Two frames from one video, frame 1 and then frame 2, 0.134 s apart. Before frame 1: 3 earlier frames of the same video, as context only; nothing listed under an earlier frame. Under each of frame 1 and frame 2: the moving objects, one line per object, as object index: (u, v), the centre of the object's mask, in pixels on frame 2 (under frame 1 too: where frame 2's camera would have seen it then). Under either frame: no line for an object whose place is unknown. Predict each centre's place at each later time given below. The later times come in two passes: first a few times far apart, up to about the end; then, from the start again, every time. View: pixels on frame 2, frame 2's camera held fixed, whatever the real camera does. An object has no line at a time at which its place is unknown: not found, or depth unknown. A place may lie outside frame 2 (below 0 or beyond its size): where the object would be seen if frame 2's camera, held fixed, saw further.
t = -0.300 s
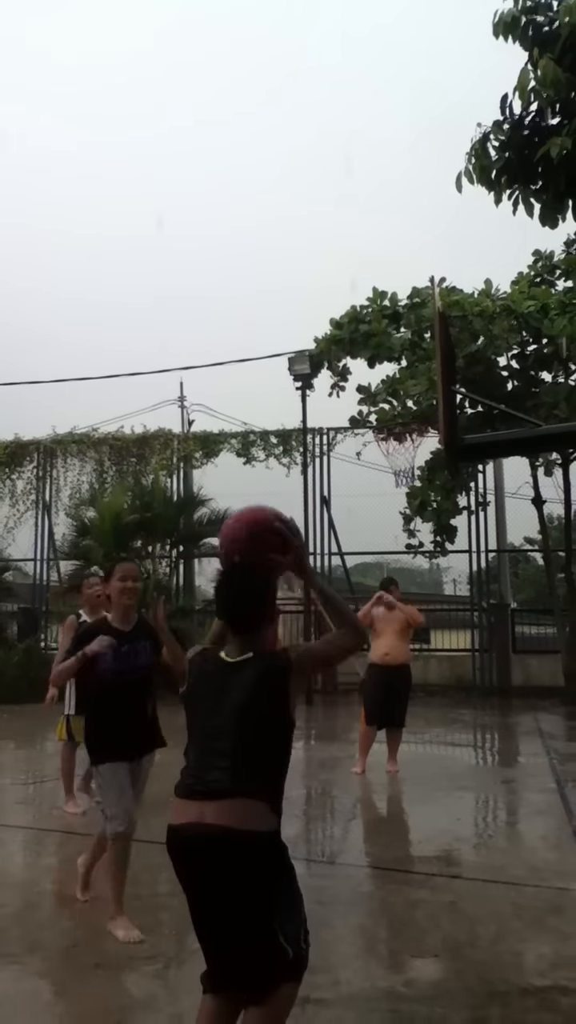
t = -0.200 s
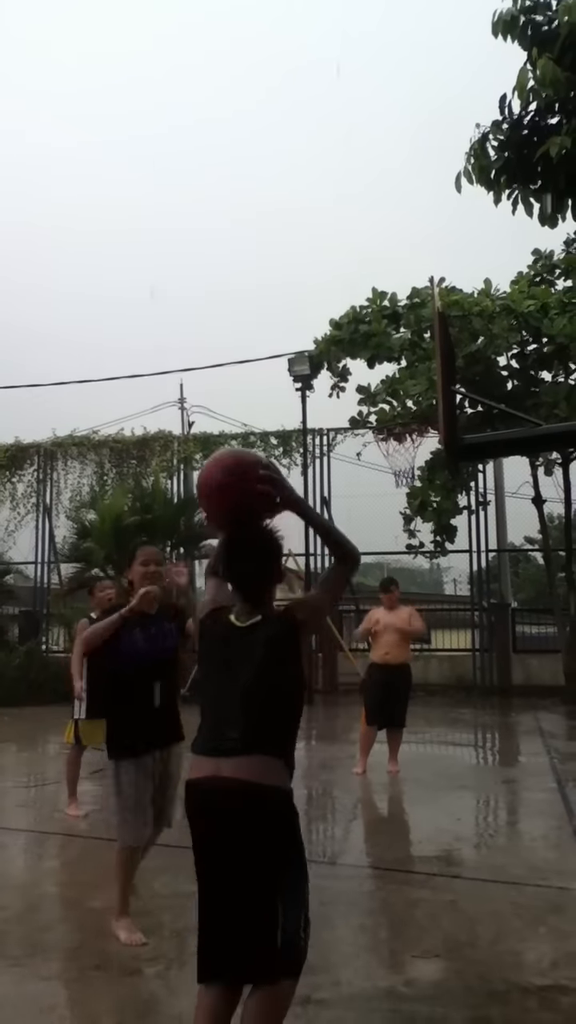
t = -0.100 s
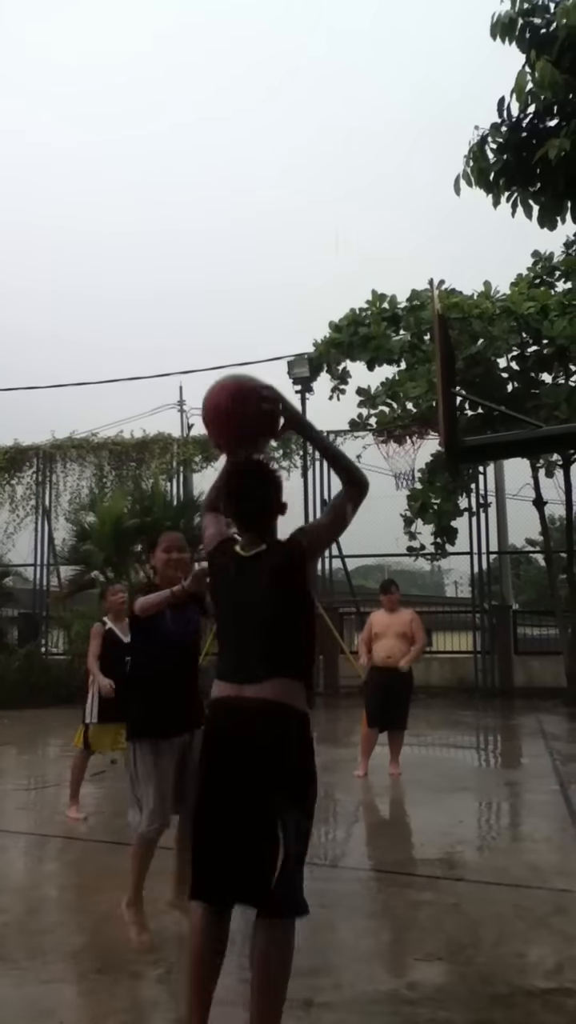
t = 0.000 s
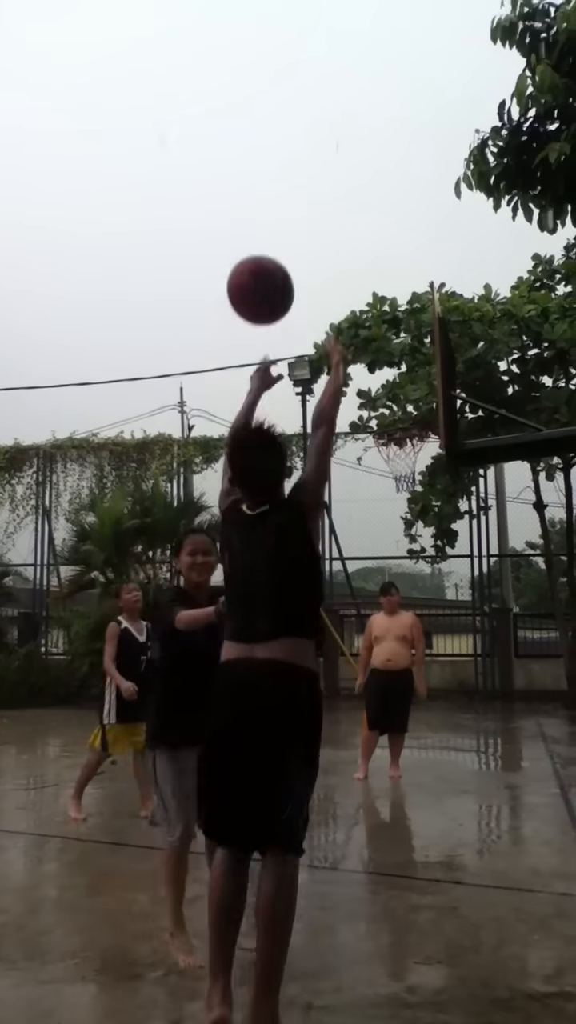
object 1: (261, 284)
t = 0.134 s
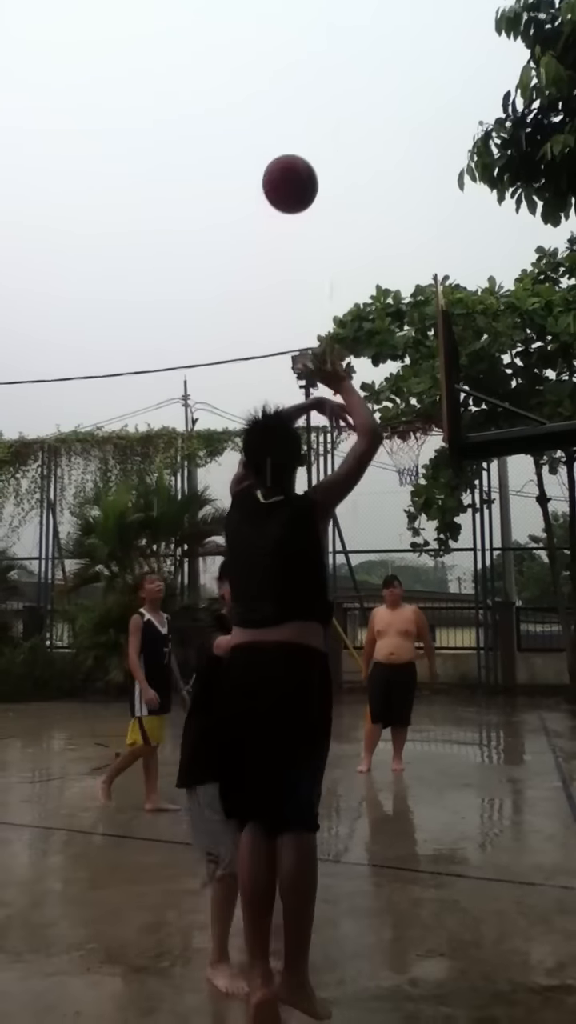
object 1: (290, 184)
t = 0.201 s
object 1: (300, 164)
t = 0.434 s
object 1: (326, 157)
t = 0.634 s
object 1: (341, 210)
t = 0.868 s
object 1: (354, 314)
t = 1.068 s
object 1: (363, 430)
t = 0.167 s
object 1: (294, 174)
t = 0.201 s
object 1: (300, 164)
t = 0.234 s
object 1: (305, 156)
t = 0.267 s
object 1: (308, 150)
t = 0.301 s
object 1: (313, 149)
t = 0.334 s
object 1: (317, 148)
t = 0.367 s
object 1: (319, 148)
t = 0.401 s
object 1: (323, 152)
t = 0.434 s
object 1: (326, 157)
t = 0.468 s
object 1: (329, 162)
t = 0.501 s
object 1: (331, 170)
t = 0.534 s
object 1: (334, 179)
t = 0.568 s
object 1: (336, 189)
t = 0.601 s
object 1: (339, 200)
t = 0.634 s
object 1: (341, 210)
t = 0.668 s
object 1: (343, 223)
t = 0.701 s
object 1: (345, 236)
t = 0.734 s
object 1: (347, 250)
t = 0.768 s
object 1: (348, 265)
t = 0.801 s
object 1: (350, 281)
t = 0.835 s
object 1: (352, 298)
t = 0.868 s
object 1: (354, 314)
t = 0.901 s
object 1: (355, 331)
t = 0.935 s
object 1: (357, 351)
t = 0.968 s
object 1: (358, 370)
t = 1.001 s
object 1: (361, 390)
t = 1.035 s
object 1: (362, 410)
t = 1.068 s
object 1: (363, 430)
